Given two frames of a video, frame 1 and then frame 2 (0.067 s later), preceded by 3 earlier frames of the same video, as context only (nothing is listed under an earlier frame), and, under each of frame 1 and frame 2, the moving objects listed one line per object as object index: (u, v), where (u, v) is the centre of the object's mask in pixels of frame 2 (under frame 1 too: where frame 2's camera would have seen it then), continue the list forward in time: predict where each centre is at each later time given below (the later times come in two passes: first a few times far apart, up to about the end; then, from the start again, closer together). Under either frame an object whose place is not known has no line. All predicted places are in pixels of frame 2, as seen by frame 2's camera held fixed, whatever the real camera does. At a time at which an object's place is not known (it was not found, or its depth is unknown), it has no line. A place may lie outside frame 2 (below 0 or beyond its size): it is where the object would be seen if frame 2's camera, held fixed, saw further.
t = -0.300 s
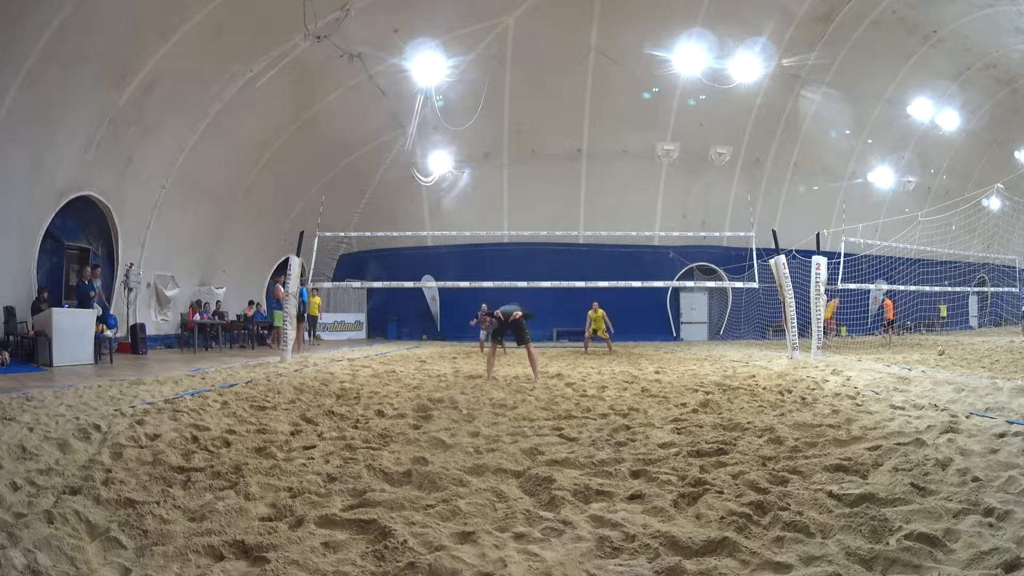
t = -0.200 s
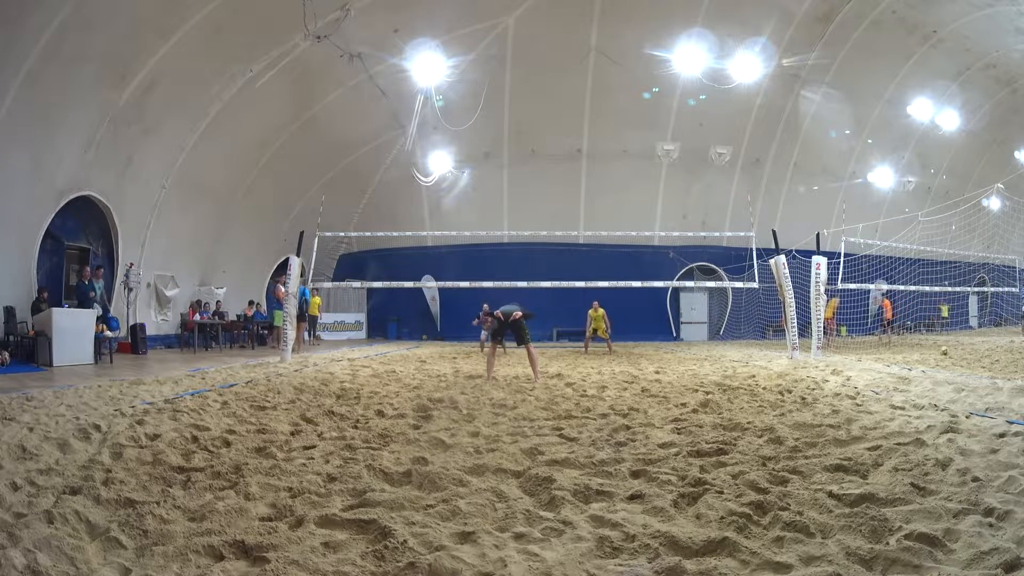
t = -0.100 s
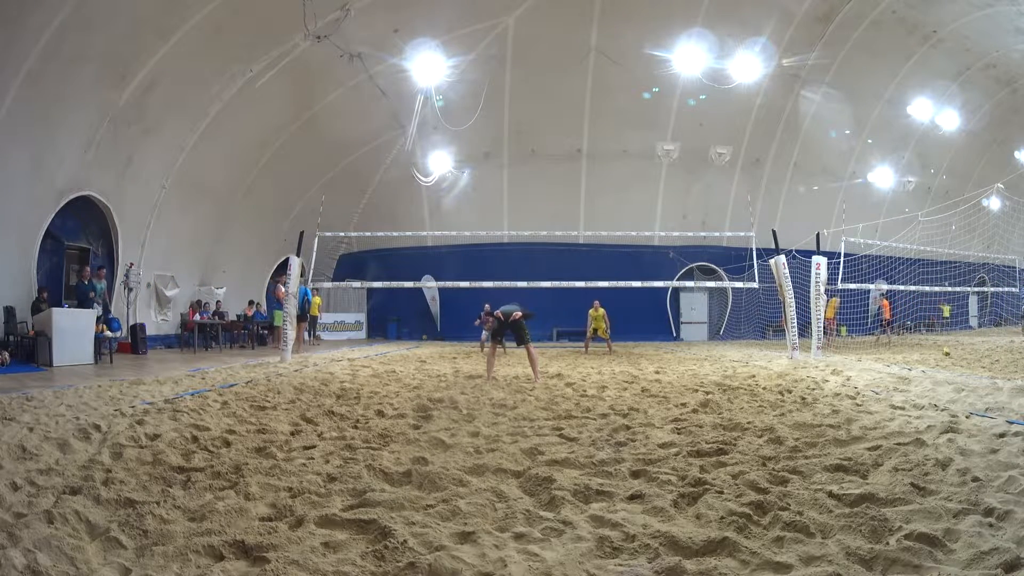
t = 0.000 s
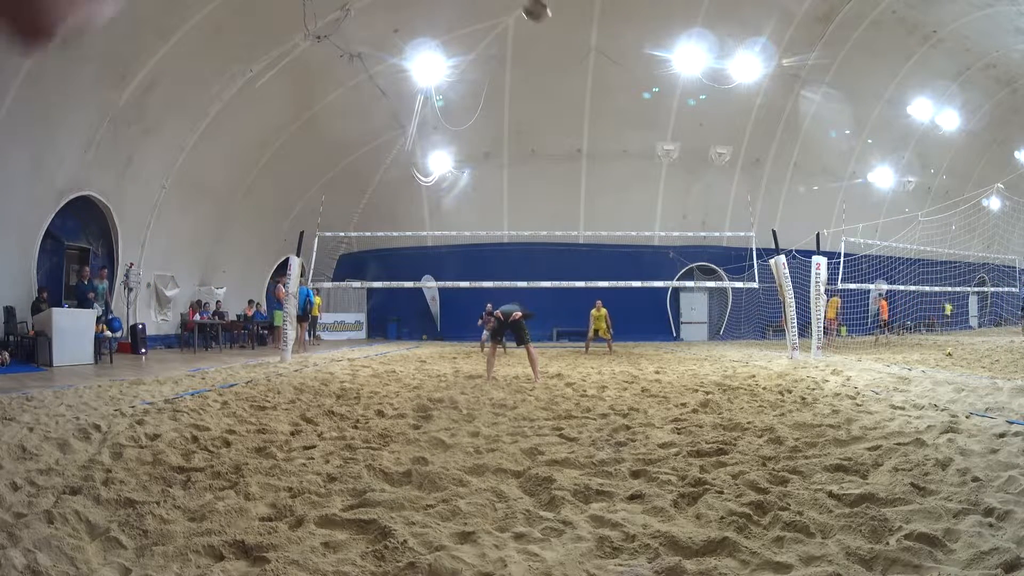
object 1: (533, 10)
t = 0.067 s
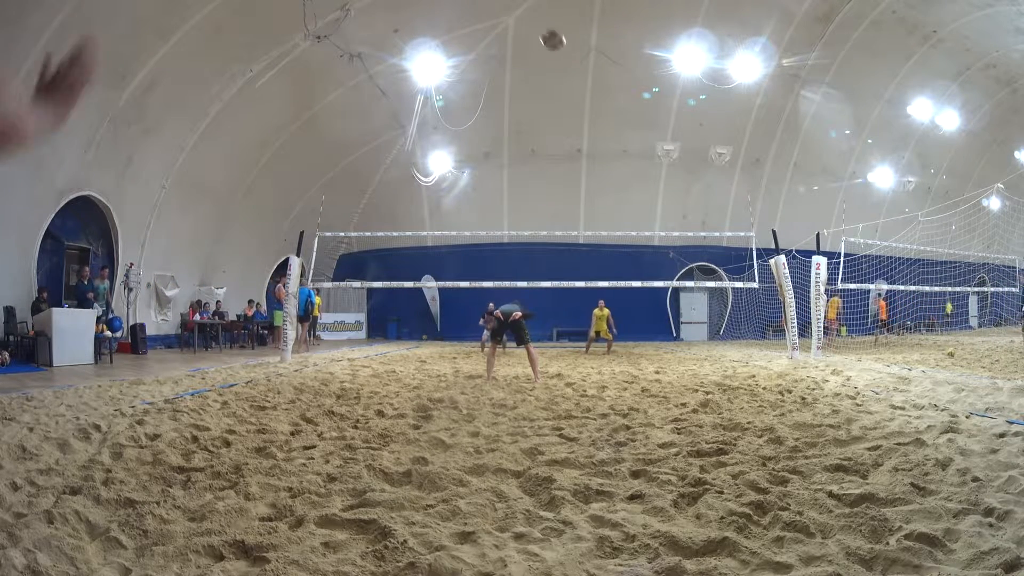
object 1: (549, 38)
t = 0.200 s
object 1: (574, 89)
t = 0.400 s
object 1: (595, 157)
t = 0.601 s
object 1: (607, 222)
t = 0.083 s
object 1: (553, 45)
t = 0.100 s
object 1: (556, 51)
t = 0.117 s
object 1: (559, 57)
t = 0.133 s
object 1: (563, 64)
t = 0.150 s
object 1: (565, 72)
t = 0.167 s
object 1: (568, 77)
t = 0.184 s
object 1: (572, 83)
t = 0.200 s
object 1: (574, 89)
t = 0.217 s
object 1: (575, 95)
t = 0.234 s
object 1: (577, 101)
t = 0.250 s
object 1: (580, 108)
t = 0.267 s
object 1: (582, 113)
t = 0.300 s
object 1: (586, 123)
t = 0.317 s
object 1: (587, 129)
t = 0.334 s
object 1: (590, 135)
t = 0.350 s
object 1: (592, 141)
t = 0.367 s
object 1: (593, 146)
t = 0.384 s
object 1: (594, 151)
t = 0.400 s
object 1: (595, 157)
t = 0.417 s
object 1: (597, 163)
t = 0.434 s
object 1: (598, 168)
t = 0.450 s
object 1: (599, 173)
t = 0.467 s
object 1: (600, 178)
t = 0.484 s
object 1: (600, 184)
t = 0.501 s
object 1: (602, 190)
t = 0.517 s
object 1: (602, 196)
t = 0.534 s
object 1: (603, 201)
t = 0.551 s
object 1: (604, 206)
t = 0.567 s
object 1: (605, 211)
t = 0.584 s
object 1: (606, 217)
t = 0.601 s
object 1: (607, 222)
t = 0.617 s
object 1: (608, 226)
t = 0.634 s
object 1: (608, 233)
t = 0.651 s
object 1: (609, 240)
